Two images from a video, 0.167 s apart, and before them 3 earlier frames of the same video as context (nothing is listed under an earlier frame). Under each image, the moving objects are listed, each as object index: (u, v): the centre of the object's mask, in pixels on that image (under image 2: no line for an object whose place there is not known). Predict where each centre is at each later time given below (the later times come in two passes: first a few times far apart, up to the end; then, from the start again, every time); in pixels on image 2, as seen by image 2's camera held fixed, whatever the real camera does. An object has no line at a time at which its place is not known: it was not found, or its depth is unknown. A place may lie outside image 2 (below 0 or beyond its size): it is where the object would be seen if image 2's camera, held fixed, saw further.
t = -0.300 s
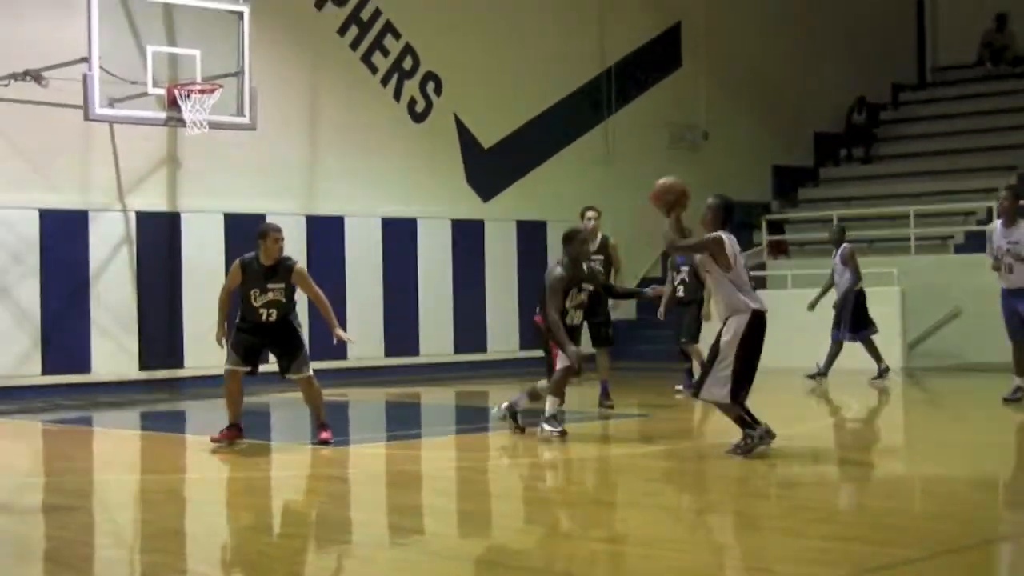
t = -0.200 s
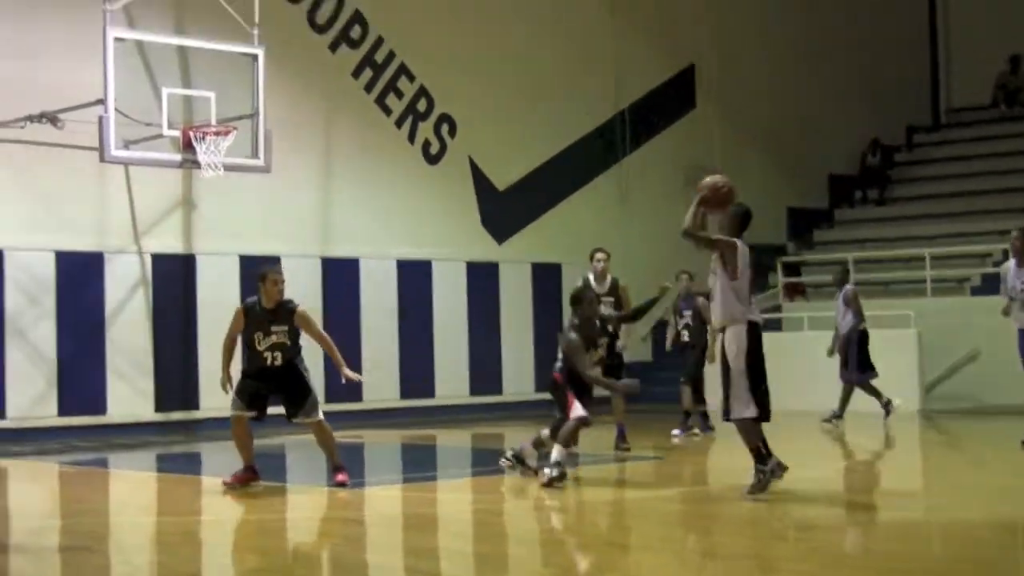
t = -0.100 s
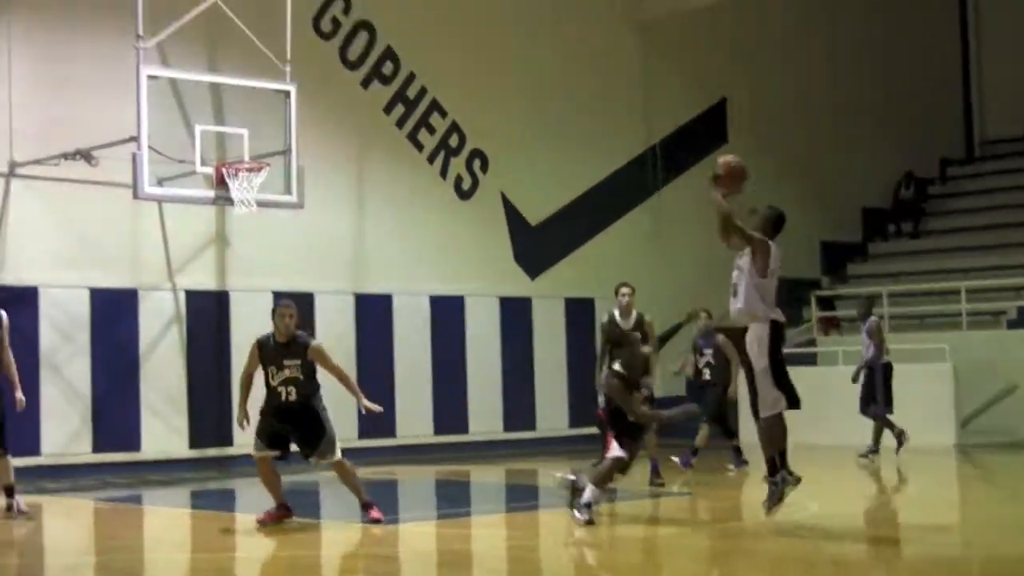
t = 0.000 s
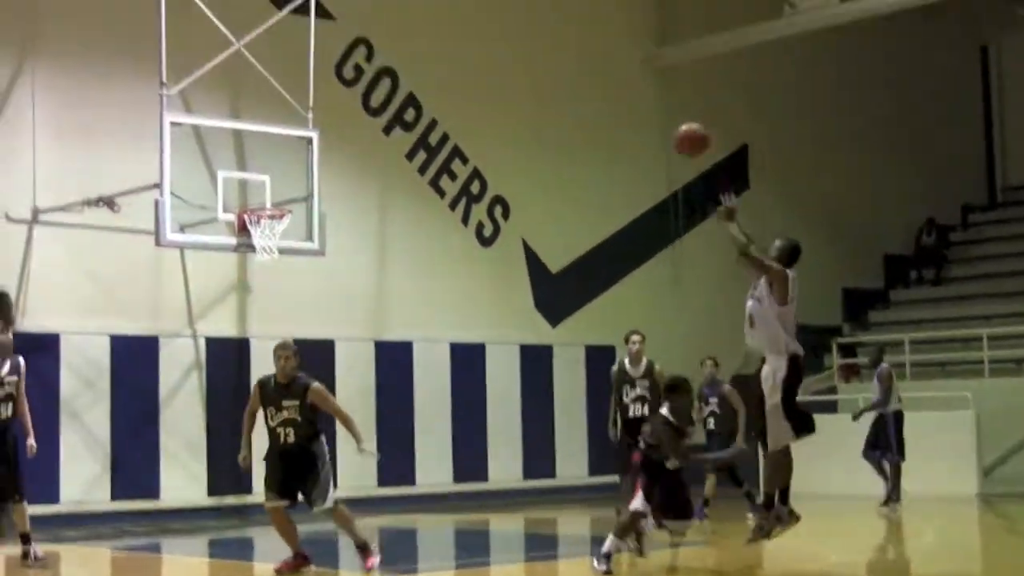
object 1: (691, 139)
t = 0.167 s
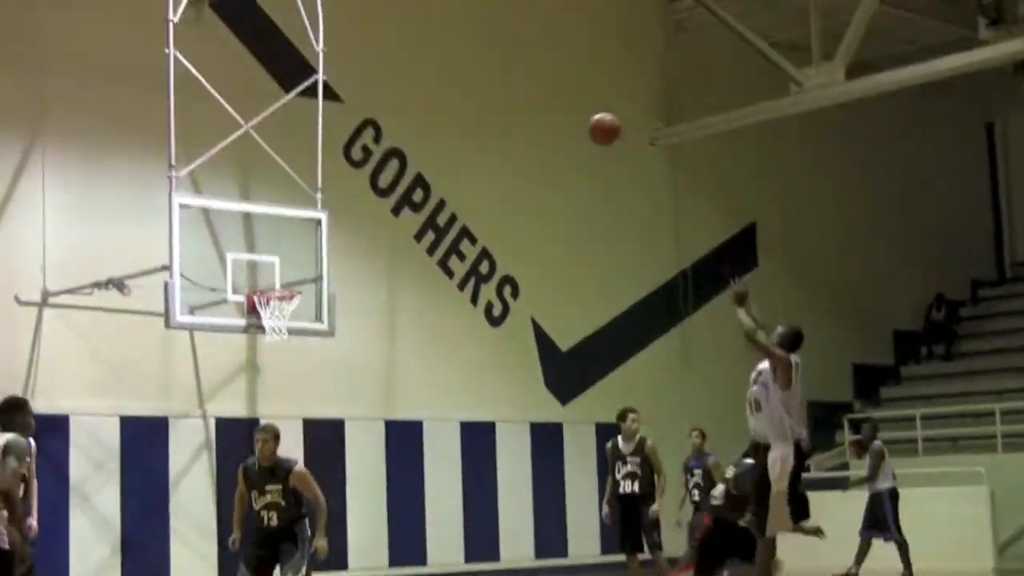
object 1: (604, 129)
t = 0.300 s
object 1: (538, 92)
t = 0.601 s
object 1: (420, 95)
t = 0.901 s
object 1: (326, 189)
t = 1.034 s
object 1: (290, 255)
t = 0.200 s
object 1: (587, 117)
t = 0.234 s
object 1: (570, 107)
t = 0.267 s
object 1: (554, 99)
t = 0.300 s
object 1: (538, 92)
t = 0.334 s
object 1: (524, 87)
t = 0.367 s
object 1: (509, 84)
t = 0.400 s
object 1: (494, 82)
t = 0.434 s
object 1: (481, 81)
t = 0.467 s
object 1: (469, 82)
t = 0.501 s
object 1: (456, 84)
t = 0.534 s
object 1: (444, 87)
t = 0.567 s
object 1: (432, 90)
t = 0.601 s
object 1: (420, 95)
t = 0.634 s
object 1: (409, 101)
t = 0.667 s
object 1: (399, 109)
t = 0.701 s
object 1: (387, 118)
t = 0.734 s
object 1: (376, 127)
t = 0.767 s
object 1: (366, 136)
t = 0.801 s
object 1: (355, 149)
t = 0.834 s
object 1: (345, 162)
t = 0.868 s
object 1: (336, 175)
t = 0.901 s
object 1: (326, 189)
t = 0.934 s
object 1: (317, 204)
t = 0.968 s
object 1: (307, 221)
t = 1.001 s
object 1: (299, 237)
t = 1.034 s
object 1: (290, 255)
